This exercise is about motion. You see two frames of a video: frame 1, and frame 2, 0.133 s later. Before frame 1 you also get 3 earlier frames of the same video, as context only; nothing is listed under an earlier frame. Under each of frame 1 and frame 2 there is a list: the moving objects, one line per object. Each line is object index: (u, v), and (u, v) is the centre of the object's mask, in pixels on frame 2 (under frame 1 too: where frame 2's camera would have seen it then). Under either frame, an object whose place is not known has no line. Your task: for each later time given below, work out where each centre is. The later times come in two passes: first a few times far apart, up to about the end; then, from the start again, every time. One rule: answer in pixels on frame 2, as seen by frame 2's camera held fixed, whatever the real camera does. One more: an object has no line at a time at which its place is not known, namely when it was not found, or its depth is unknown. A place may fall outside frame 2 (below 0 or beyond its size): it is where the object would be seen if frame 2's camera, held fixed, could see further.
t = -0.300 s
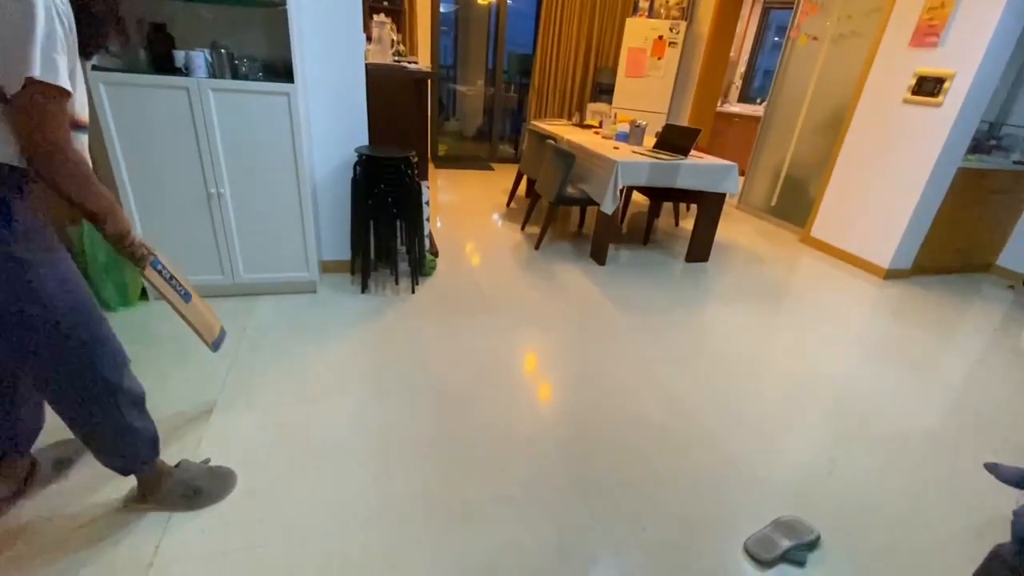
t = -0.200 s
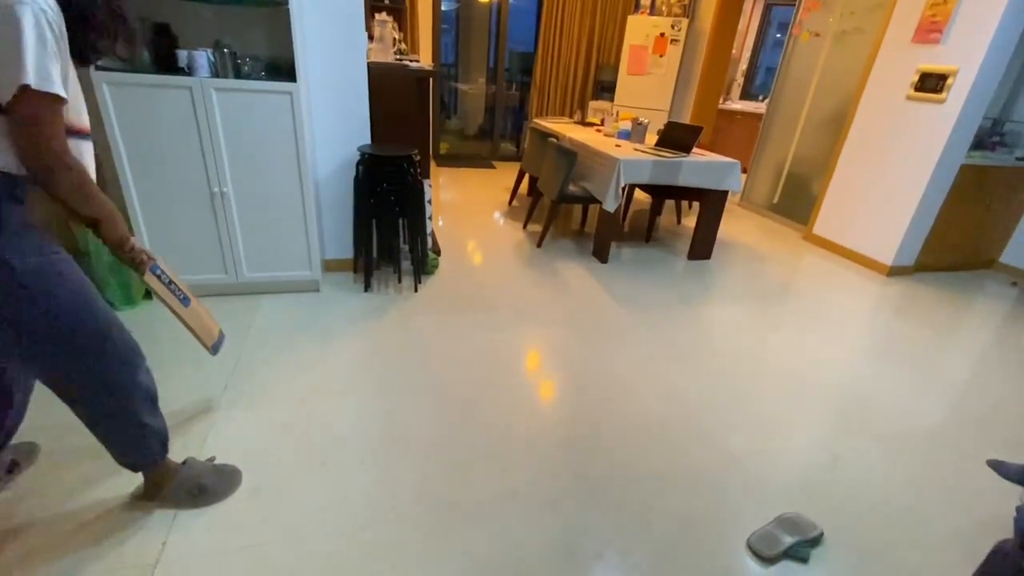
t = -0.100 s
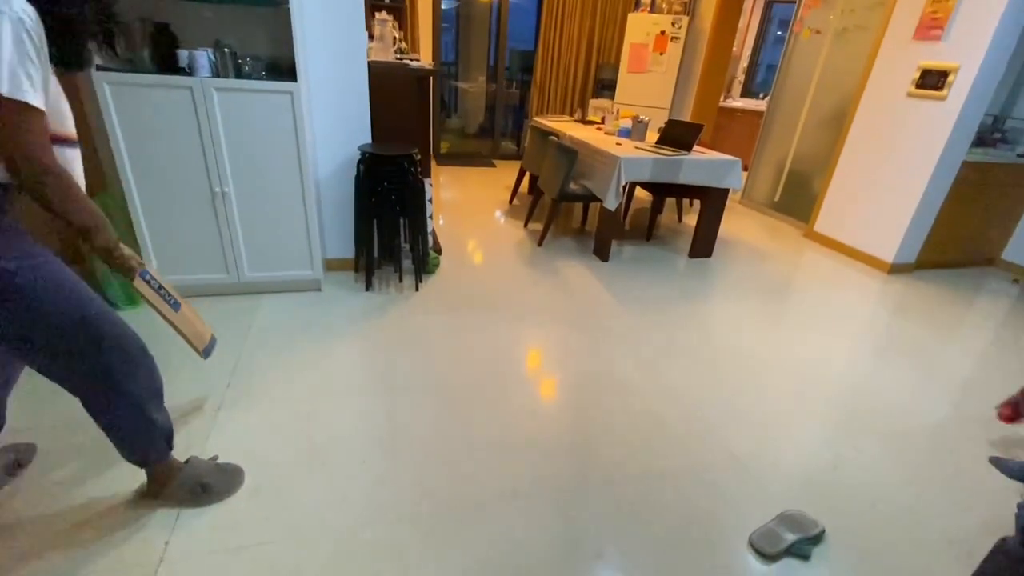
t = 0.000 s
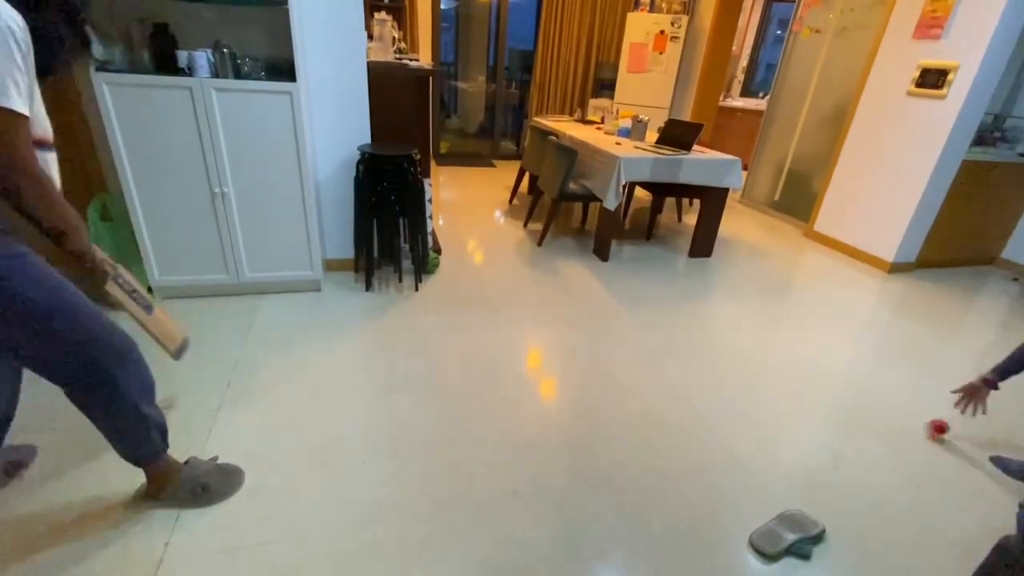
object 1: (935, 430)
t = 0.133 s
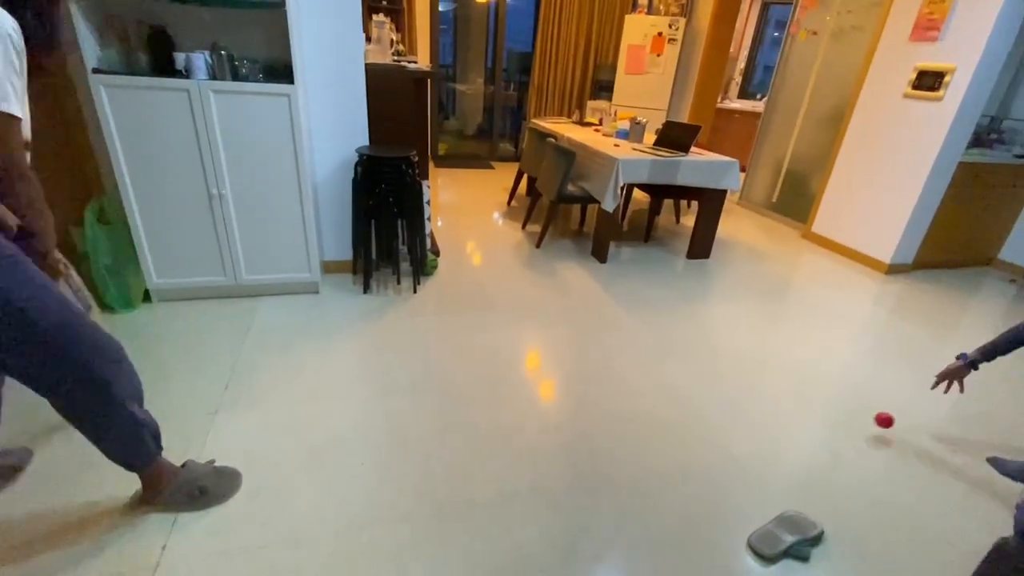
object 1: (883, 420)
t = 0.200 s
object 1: (855, 426)
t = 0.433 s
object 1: (757, 428)
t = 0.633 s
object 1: (672, 428)
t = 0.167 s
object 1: (870, 422)
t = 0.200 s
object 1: (855, 426)
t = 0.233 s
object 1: (839, 432)
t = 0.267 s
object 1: (827, 428)
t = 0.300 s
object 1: (815, 424)
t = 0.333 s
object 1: (801, 424)
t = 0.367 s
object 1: (786, 426)
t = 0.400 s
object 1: (771, 430)
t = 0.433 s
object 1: (757, 428)
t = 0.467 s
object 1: (744, 426)
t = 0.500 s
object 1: (730, 426)
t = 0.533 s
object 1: (714, 429)
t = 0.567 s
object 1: (701, 427)
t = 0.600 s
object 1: (687, 426)
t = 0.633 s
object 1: (672, 428)
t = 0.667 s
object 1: (658, 427)
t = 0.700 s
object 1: (644, 426)
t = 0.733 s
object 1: (630, 426)
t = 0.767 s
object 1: (616, 425)
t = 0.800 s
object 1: (602, 425)
